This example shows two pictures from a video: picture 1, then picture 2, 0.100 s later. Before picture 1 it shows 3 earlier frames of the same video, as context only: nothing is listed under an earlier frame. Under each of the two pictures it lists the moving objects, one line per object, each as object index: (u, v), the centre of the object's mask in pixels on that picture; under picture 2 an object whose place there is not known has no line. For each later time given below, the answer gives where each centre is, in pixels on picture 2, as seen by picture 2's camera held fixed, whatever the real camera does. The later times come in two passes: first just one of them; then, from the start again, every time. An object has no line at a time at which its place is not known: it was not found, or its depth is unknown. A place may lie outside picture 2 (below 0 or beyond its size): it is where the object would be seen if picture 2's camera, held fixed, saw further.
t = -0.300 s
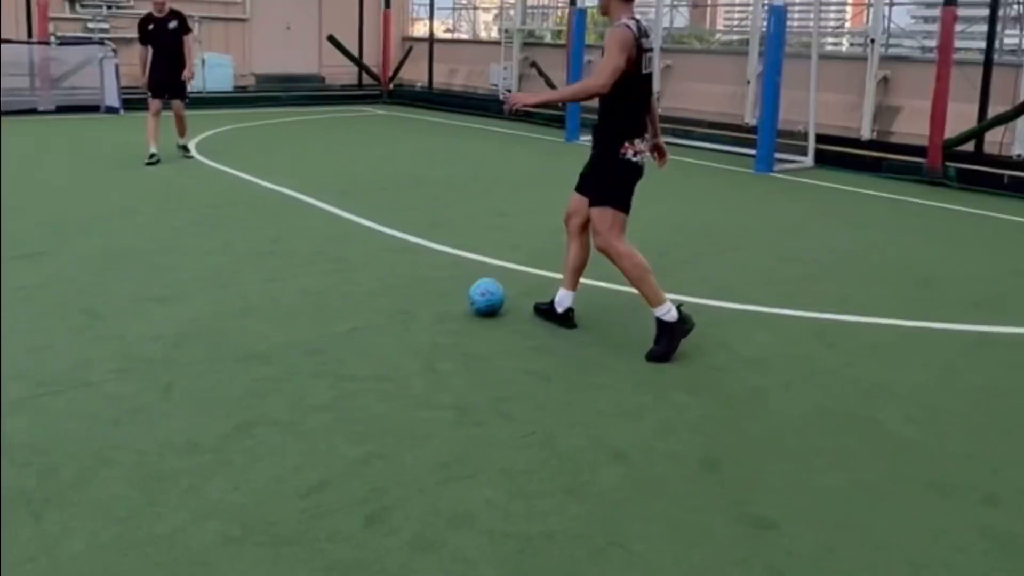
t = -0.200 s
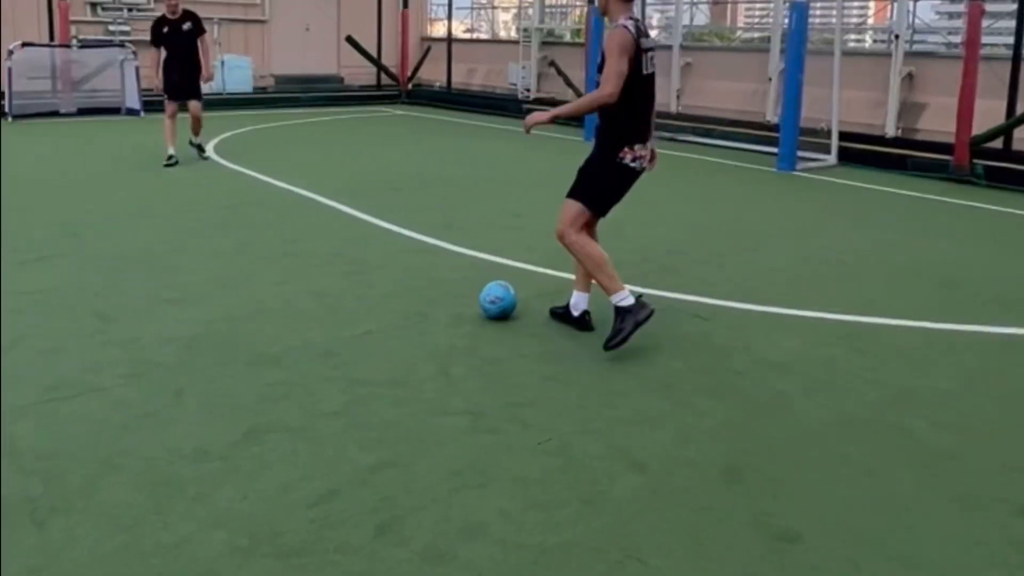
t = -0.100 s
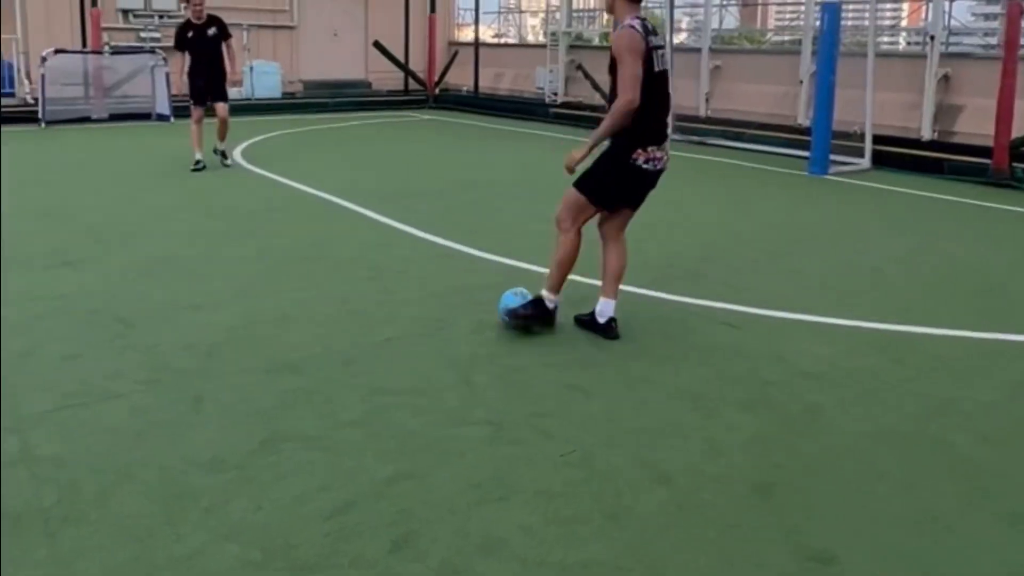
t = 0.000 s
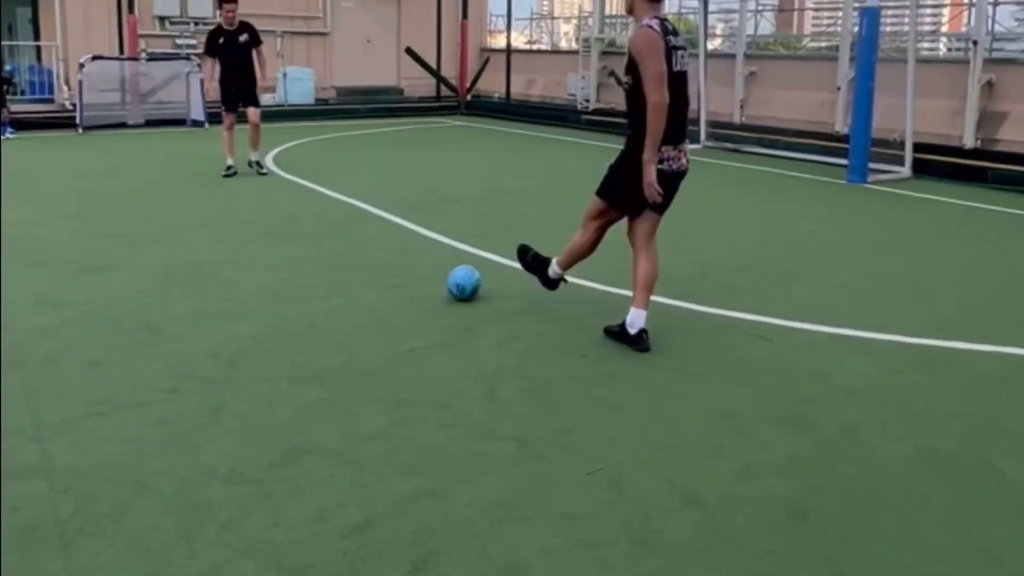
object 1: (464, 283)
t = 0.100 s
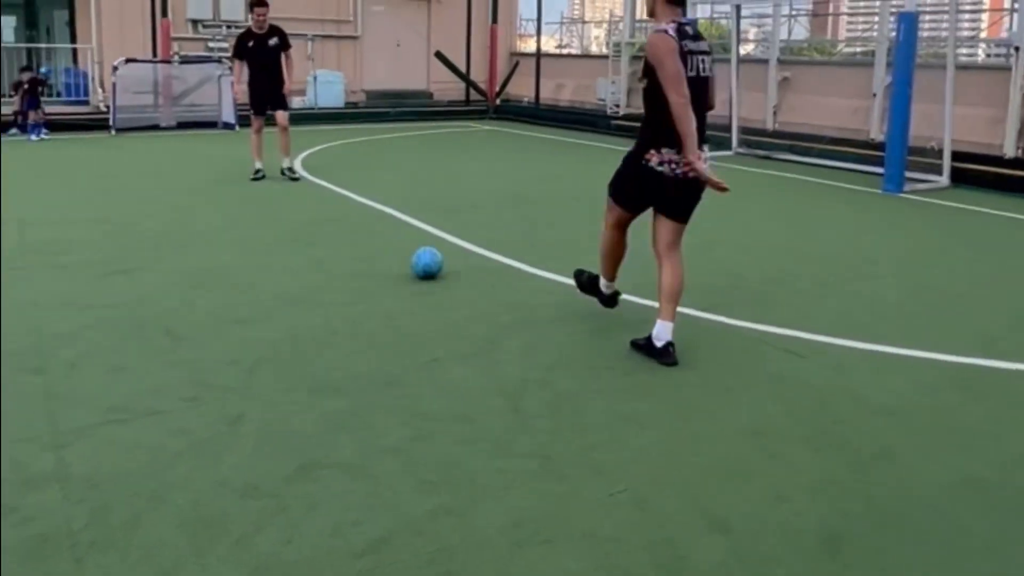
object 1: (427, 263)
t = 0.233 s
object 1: (369, 237)
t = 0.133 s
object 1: (410, 255)
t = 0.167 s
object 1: (395, 249)
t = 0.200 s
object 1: (381, 243)
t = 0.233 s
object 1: (369, 237)
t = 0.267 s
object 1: (357, 231)
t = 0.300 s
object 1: (347, 226)
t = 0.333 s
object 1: (337, 221)
